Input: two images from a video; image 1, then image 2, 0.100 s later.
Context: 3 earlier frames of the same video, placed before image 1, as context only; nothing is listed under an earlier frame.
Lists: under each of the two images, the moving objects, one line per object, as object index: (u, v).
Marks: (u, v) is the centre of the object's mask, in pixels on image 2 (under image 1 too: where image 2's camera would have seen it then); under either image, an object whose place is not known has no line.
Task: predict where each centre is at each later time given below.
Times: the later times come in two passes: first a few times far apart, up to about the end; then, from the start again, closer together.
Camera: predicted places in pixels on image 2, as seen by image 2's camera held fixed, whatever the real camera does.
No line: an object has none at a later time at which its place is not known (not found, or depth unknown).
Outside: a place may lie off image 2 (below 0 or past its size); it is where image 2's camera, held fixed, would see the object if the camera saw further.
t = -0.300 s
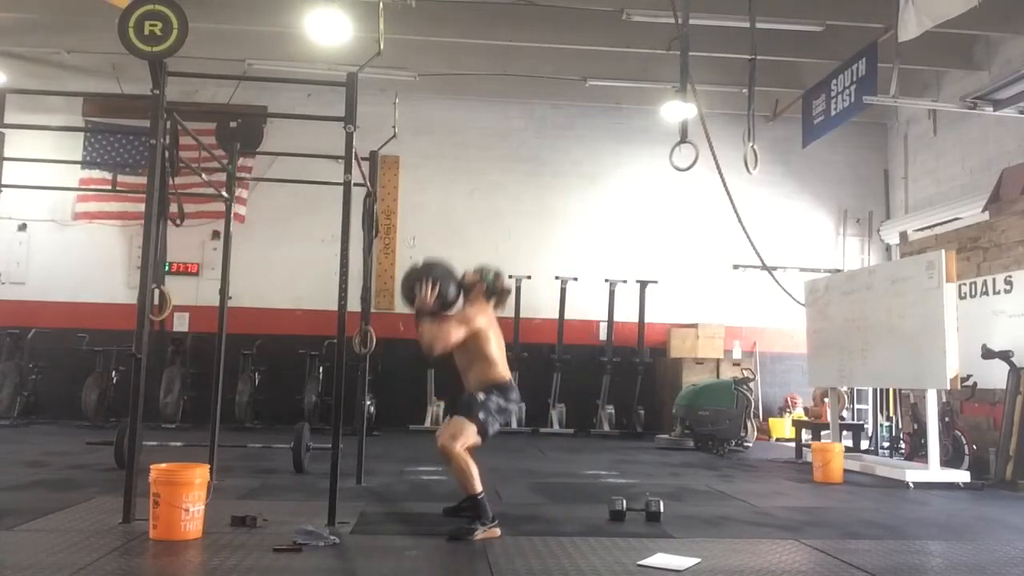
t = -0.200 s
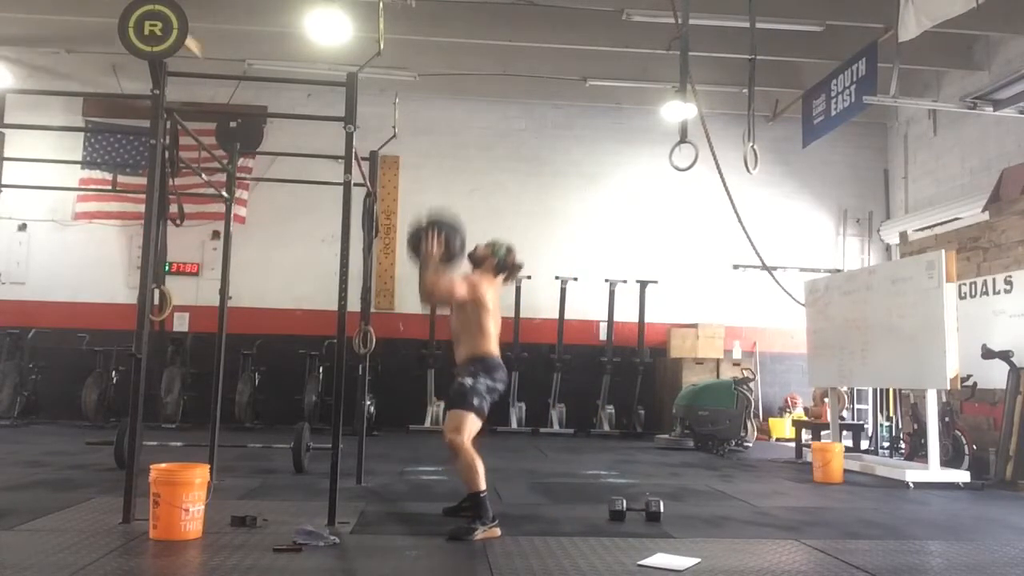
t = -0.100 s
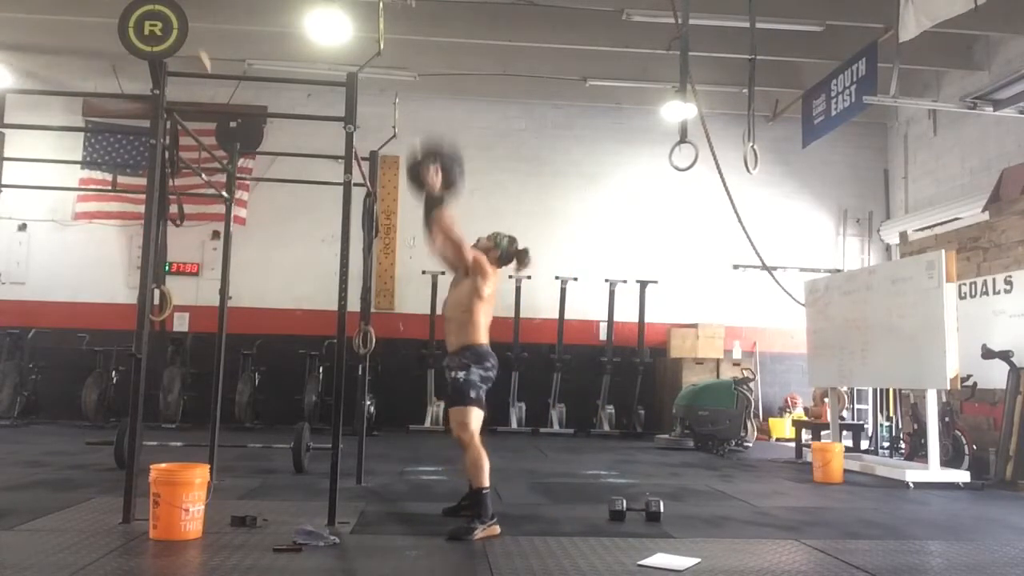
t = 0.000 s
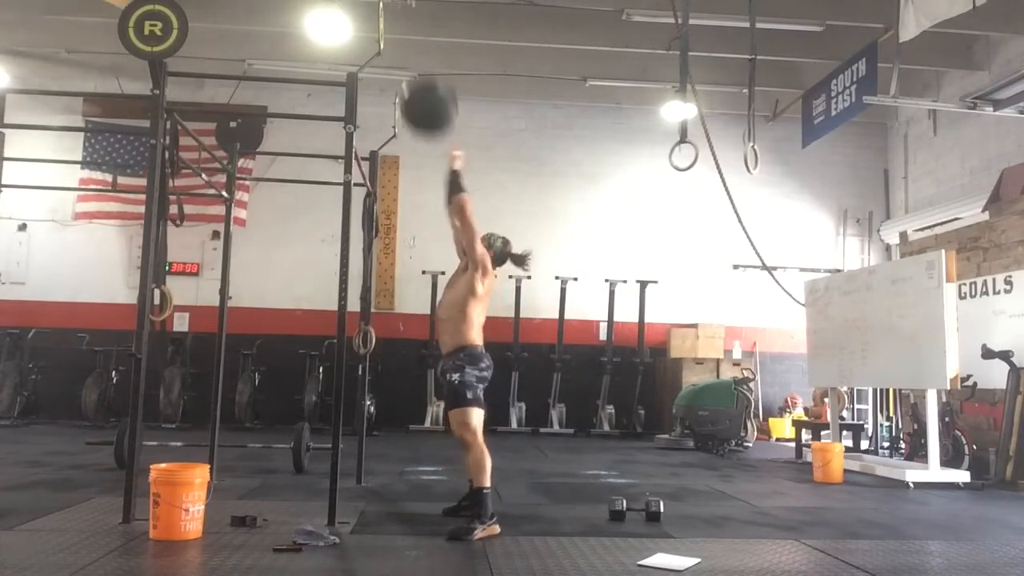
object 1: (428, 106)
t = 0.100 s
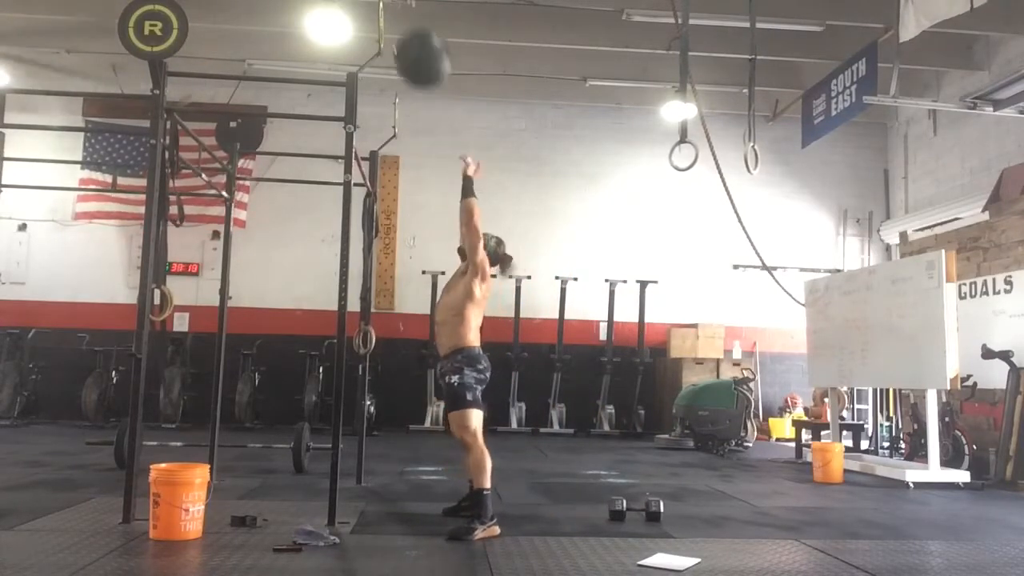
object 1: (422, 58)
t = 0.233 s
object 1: (411, 23)
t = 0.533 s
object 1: (413, 28)
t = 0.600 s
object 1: (417, 45)
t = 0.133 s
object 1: (420, 47)
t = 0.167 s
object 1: (417, 36)
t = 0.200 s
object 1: (414, 27)
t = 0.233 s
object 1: (411, 23)
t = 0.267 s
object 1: (409, 20)
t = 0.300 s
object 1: (408, 18)
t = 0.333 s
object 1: (407, 18)
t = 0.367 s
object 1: (407, 17)
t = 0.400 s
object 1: (408, 18)
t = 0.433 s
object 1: (409, 19)
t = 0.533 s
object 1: (413, 28)
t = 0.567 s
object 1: (414, 36)
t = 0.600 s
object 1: (417, 45)
